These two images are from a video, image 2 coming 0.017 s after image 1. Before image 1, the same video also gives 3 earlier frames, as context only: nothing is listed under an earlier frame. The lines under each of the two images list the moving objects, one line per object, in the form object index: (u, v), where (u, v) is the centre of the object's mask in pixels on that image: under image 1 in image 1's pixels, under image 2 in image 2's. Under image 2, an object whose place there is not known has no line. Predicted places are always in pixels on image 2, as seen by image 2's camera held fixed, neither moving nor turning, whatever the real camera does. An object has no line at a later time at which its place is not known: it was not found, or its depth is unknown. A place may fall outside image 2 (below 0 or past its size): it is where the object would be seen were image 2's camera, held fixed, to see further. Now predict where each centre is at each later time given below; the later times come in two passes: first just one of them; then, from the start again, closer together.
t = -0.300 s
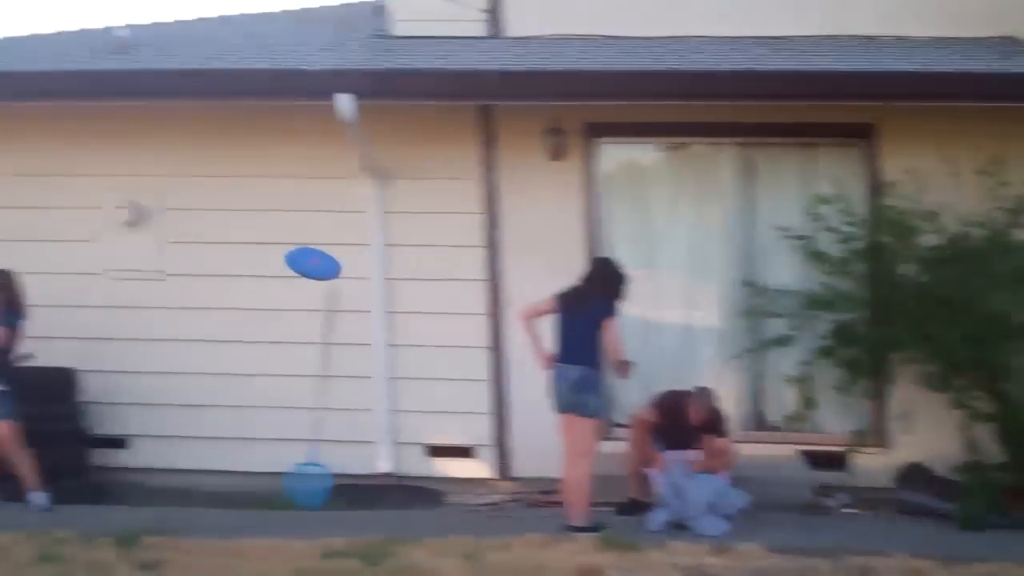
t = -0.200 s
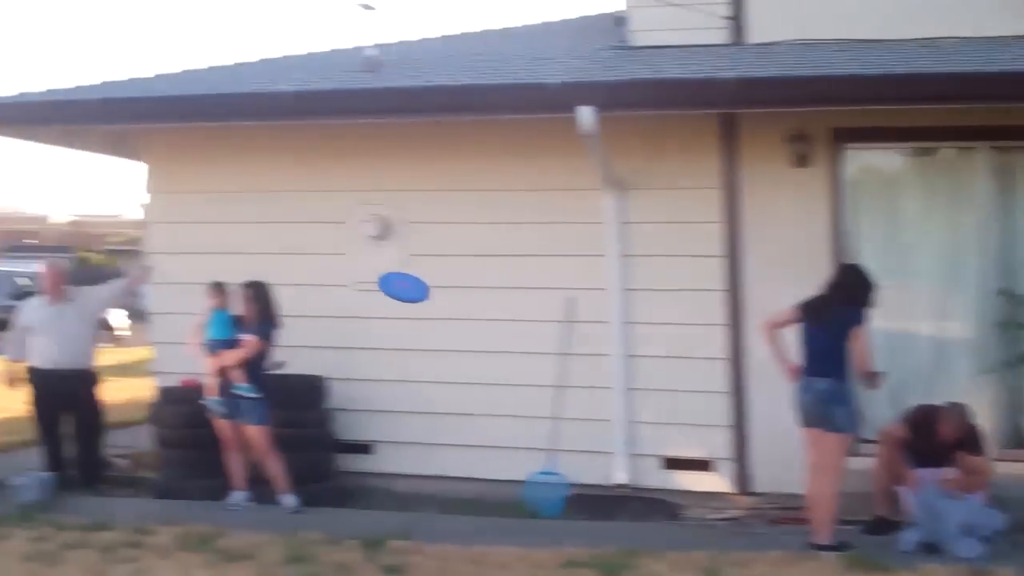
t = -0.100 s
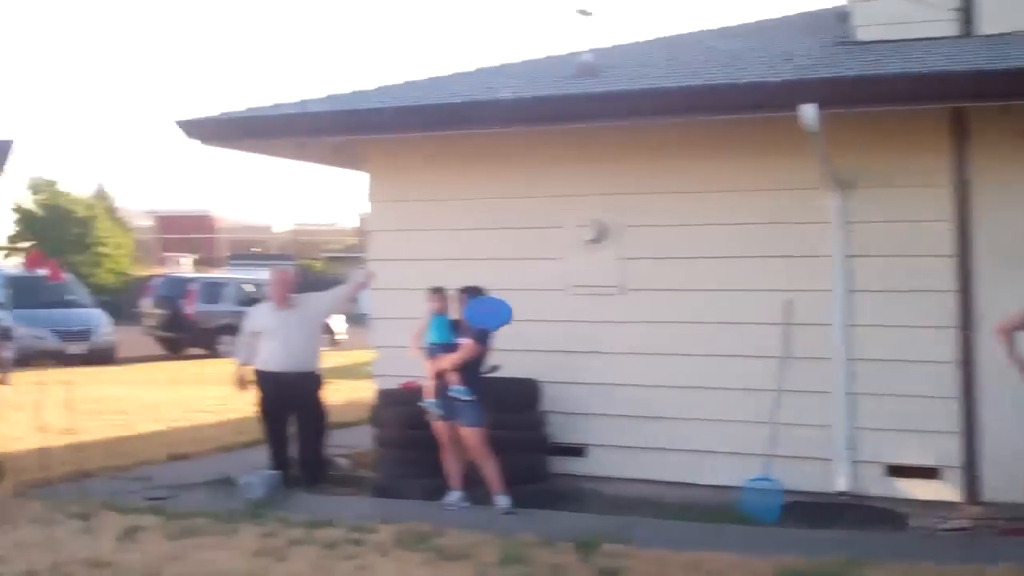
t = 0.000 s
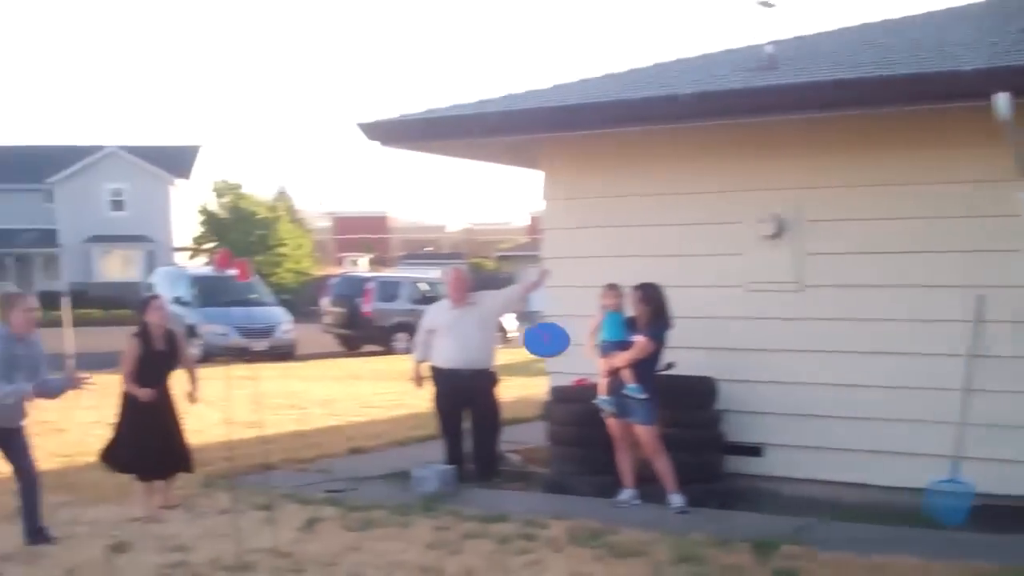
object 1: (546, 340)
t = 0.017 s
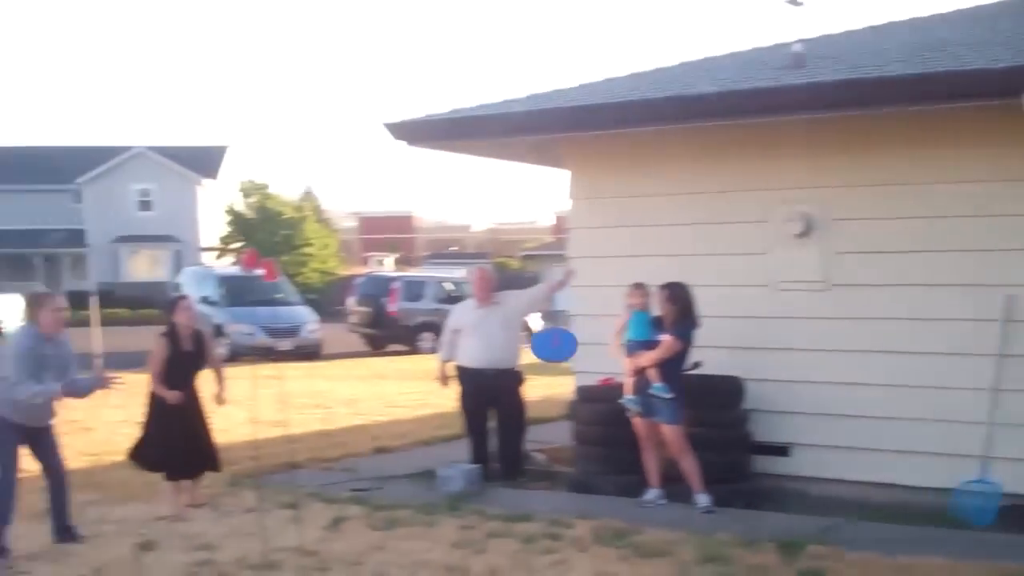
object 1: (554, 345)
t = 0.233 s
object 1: (339, 436)
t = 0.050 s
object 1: (519, 356)
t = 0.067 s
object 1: (502, 362)
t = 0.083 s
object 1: (485, 369)
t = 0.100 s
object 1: (468, 376)
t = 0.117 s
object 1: (451, 382)
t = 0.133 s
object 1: (435, 389)
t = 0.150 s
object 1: (419, 396)
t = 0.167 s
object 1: (403, 404)
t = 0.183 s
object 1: (387, 412)
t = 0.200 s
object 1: (371, 420)
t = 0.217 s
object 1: (355, 428)
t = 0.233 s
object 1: (339, 436)
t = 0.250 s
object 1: (324, 445)
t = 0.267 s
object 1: (308, 453)
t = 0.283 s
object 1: (293, 462)
